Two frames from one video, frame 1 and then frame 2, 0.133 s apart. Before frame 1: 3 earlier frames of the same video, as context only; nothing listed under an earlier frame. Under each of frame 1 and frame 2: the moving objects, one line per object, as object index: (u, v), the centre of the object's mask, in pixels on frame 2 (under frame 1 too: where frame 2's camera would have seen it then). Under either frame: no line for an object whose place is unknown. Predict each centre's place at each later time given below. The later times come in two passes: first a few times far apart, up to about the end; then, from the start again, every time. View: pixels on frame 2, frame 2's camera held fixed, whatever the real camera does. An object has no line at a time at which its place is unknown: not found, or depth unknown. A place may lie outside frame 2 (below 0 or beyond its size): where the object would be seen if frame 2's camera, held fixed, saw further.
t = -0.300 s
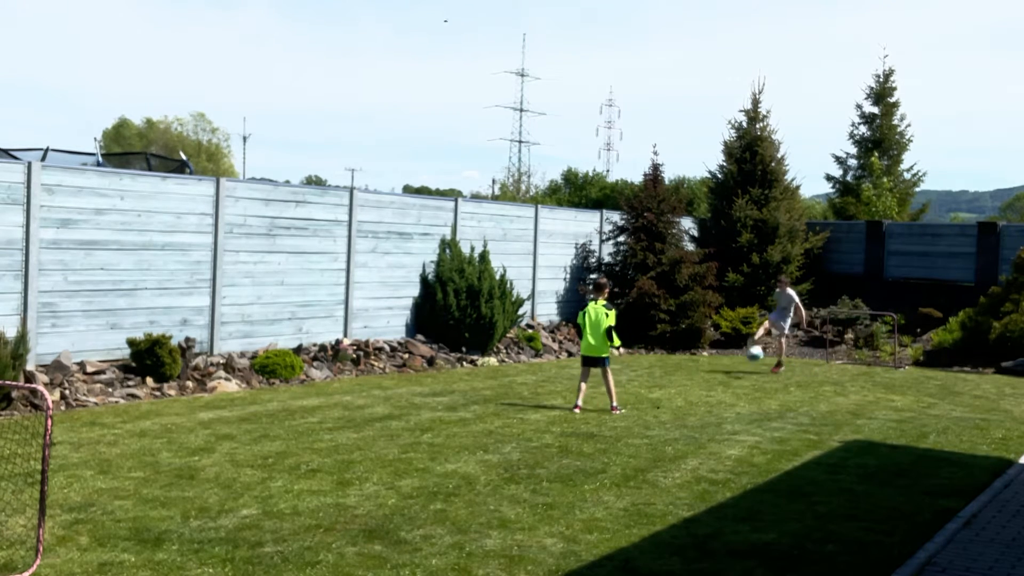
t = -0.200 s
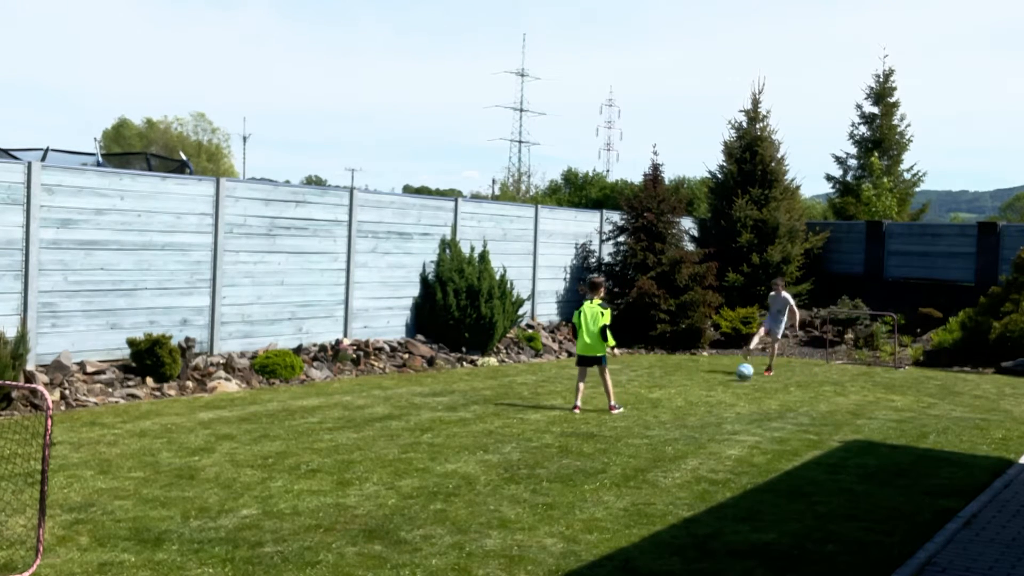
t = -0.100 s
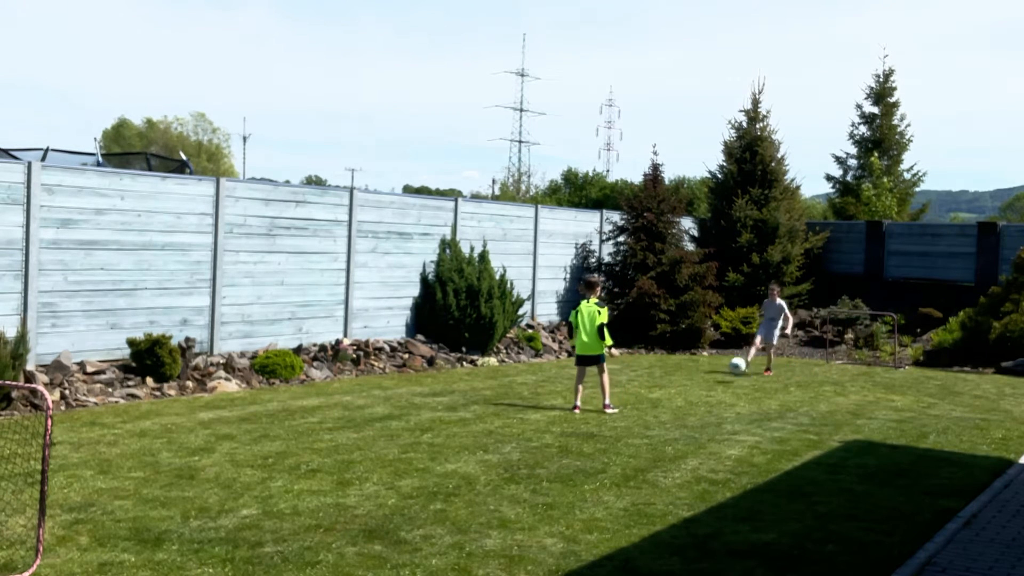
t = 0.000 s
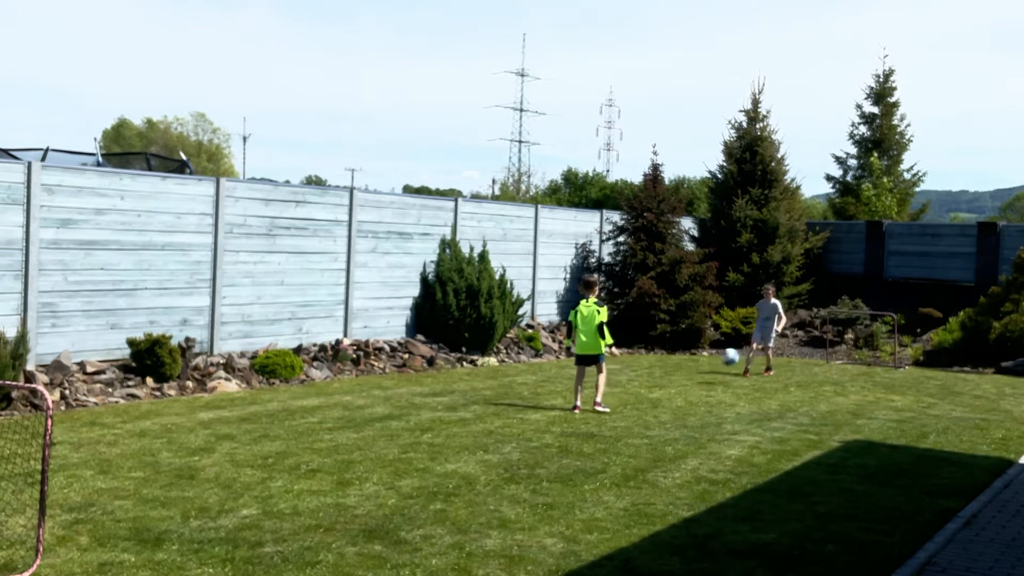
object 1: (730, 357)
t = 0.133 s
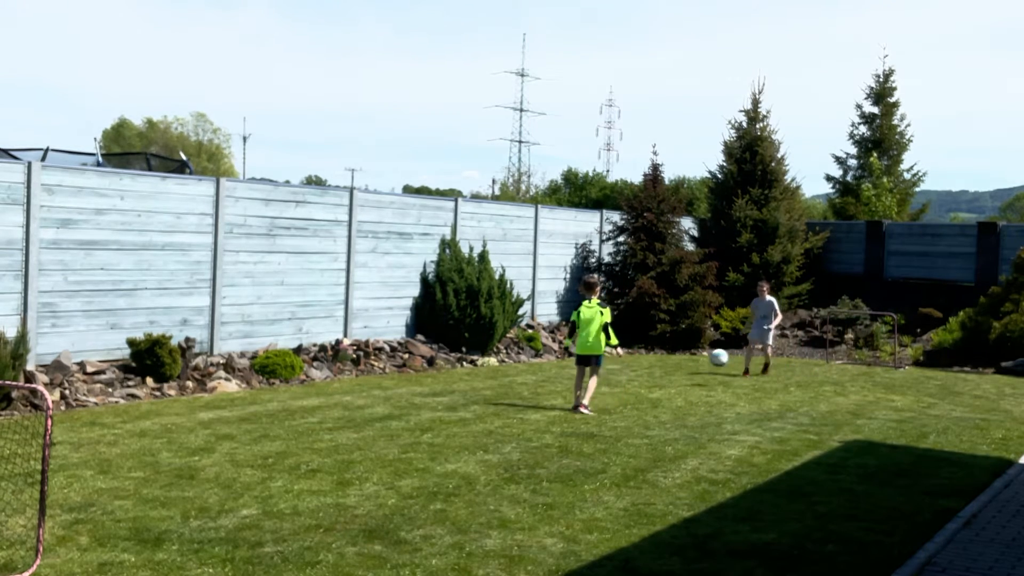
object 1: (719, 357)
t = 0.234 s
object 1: (710, 366)
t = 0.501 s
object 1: (688, 364)
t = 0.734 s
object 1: (669, 378)
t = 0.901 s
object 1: (654, 378)
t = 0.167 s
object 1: (716, 359)
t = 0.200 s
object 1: (713, 362)
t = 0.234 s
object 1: (710, 366)
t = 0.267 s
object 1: (707, 371)
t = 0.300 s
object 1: (704, 377)
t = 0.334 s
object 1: (701, 381)
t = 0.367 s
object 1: (698, 376)
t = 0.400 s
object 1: (696, 372)
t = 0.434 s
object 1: (694, 369)
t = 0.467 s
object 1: (691, 367)
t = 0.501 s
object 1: (688, 364)
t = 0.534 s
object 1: (686, 364)
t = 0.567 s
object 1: (683, 364)
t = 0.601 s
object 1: (680, 365)
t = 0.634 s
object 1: (677, 366)
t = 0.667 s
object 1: (674, 370)
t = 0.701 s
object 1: (671, 374)
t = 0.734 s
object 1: (669, 378)
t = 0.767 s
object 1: (665, 384)
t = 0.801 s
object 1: (662, 386)
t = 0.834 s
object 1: (659, 383)
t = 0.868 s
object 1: (657, 380)
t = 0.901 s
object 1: (654, 378)
